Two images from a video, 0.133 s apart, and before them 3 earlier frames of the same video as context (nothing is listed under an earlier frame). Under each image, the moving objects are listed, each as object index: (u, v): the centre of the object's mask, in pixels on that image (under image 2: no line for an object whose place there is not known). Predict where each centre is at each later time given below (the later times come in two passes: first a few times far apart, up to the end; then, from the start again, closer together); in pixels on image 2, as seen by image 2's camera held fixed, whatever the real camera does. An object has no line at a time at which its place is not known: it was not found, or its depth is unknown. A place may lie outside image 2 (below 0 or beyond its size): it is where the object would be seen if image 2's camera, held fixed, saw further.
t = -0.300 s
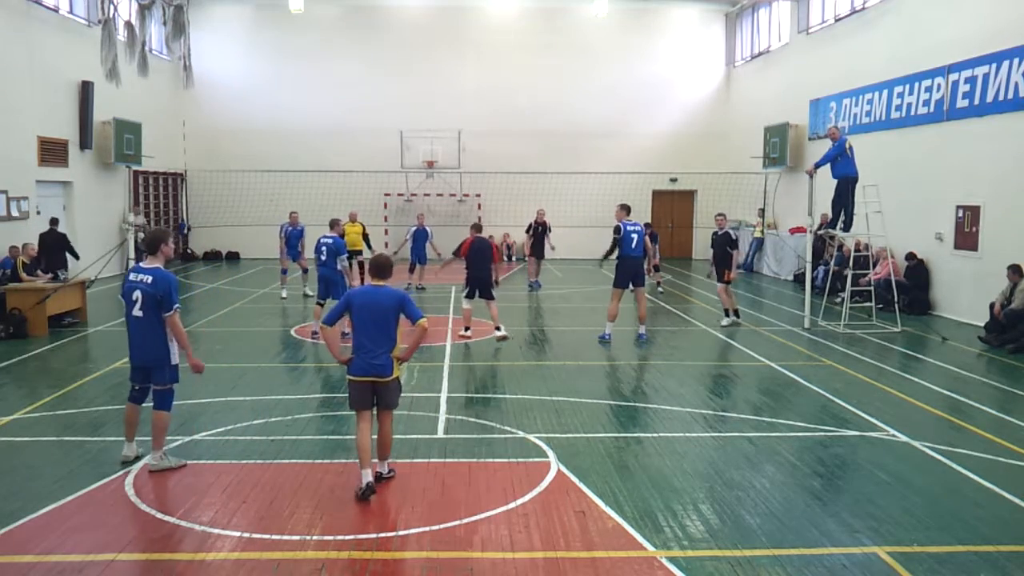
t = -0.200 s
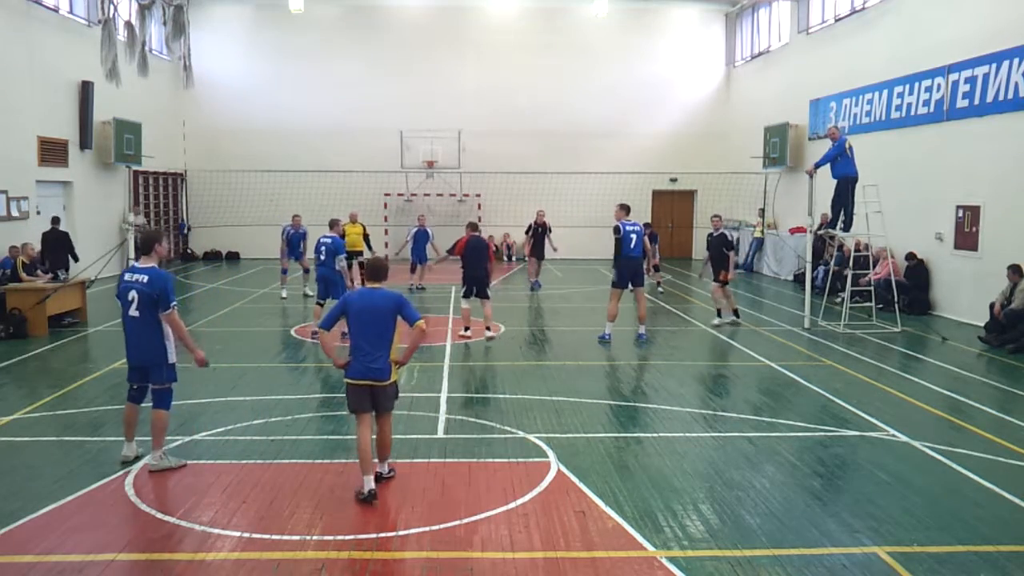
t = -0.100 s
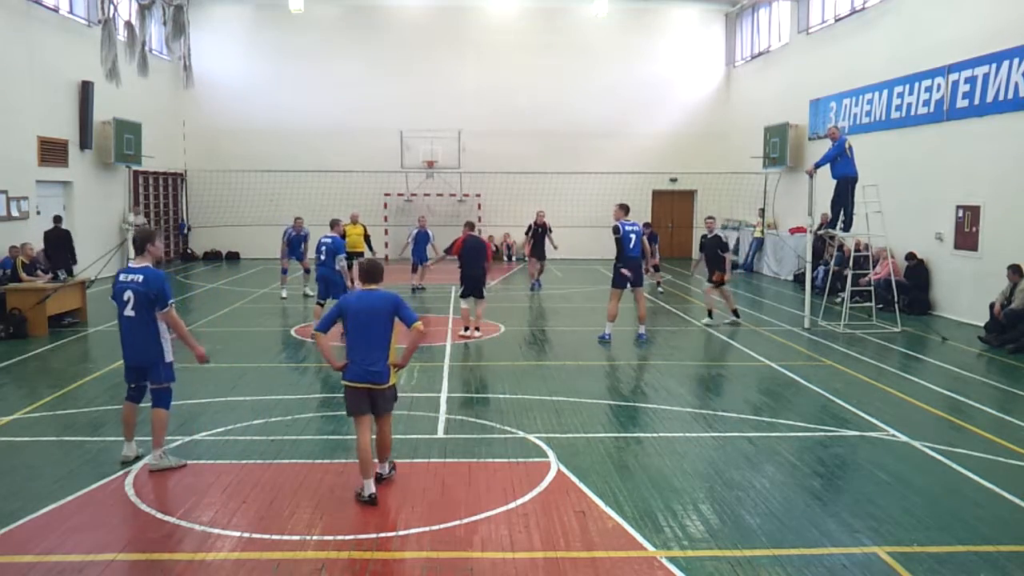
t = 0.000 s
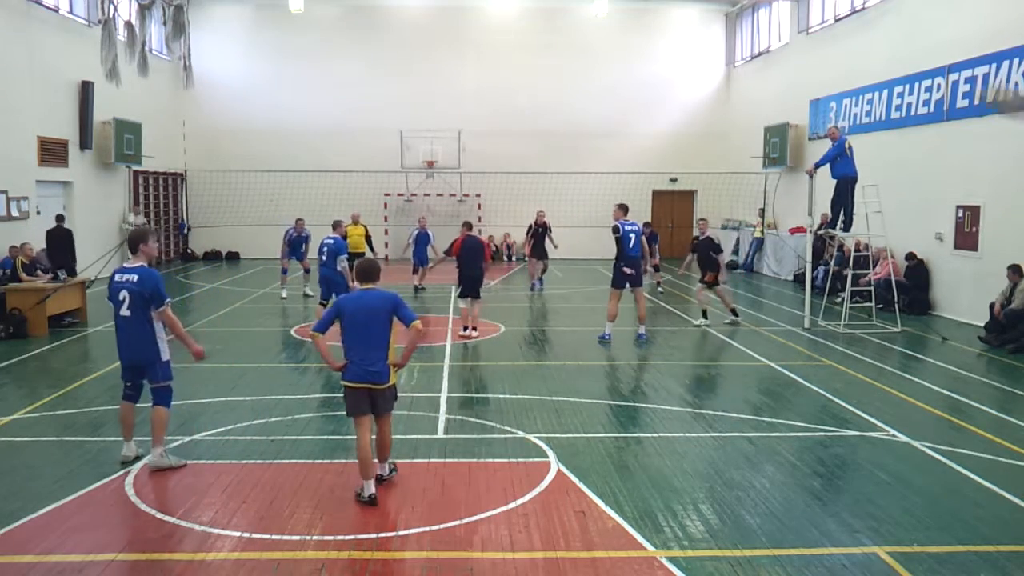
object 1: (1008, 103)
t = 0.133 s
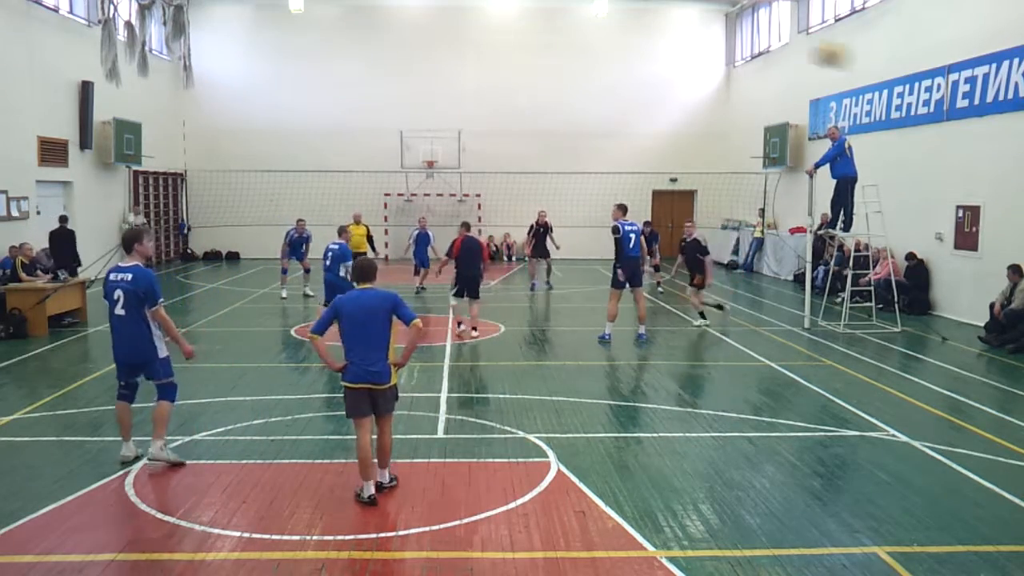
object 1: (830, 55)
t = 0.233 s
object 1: (740, 42)
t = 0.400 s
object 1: (634, 43)
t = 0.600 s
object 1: (548, 66)
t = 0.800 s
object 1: (486, 104)
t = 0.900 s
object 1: (461, 128)
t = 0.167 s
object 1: (798, 49)
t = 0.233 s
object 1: (740, 42)
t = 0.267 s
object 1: (716, 41)
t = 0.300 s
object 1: (693, 40)
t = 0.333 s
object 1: (671, 41)
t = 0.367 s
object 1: (652, 42)
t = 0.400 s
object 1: (634, 43)
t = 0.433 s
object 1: (617, 46)
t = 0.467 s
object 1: (601, 48)
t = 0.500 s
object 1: (586, 52)
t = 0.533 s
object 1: (573, 56)
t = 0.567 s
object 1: (560, 60)
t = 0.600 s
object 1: (548, 66)
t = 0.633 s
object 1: (536, 71)
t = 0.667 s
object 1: (526, 77)
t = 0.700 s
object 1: (515, 83)
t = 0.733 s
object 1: (505, 90)
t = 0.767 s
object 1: (495, 96)
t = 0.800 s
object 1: (486, 104)
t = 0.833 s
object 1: (477, 111)
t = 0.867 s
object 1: (469, 119)
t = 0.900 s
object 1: (461, 128)
